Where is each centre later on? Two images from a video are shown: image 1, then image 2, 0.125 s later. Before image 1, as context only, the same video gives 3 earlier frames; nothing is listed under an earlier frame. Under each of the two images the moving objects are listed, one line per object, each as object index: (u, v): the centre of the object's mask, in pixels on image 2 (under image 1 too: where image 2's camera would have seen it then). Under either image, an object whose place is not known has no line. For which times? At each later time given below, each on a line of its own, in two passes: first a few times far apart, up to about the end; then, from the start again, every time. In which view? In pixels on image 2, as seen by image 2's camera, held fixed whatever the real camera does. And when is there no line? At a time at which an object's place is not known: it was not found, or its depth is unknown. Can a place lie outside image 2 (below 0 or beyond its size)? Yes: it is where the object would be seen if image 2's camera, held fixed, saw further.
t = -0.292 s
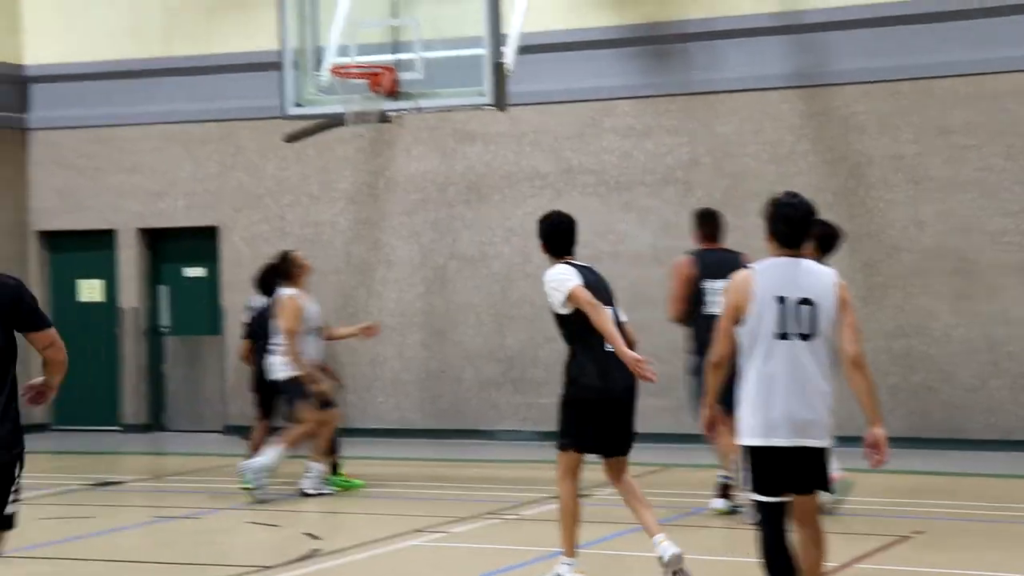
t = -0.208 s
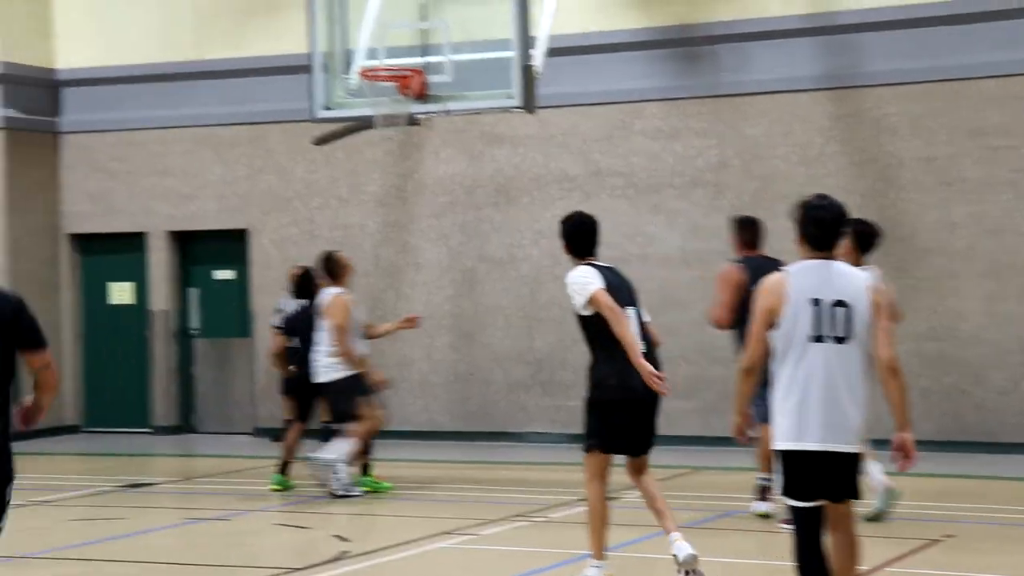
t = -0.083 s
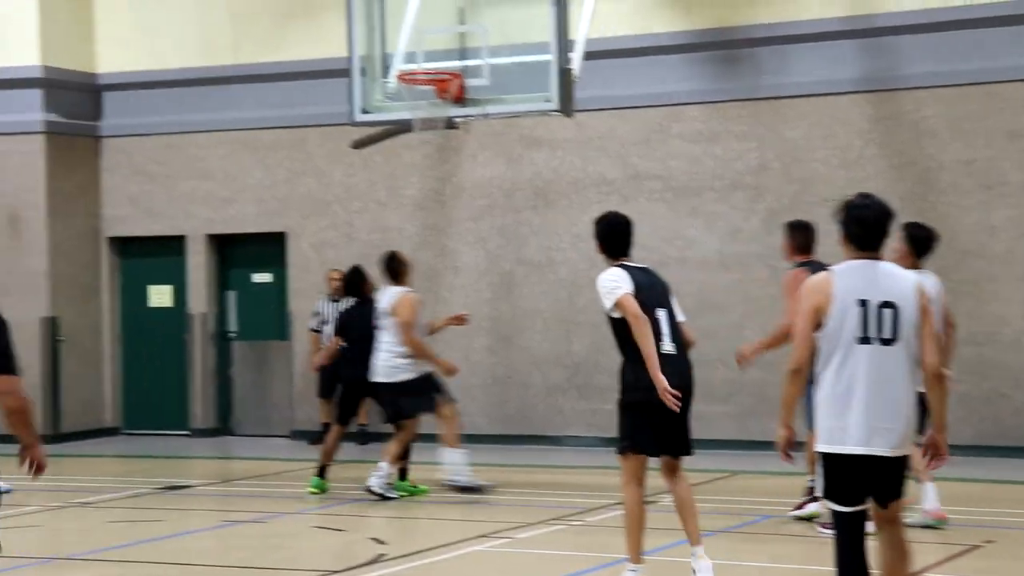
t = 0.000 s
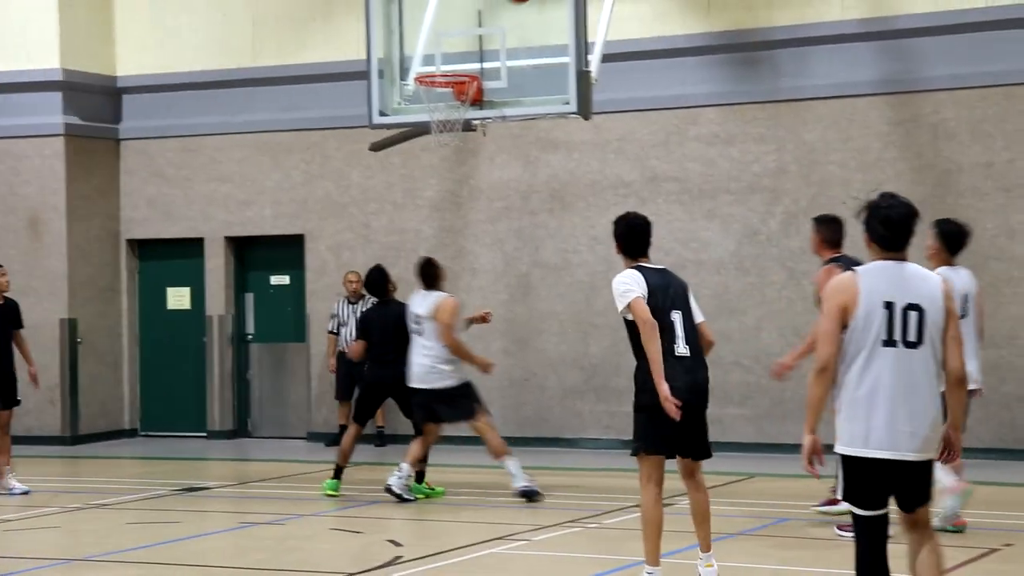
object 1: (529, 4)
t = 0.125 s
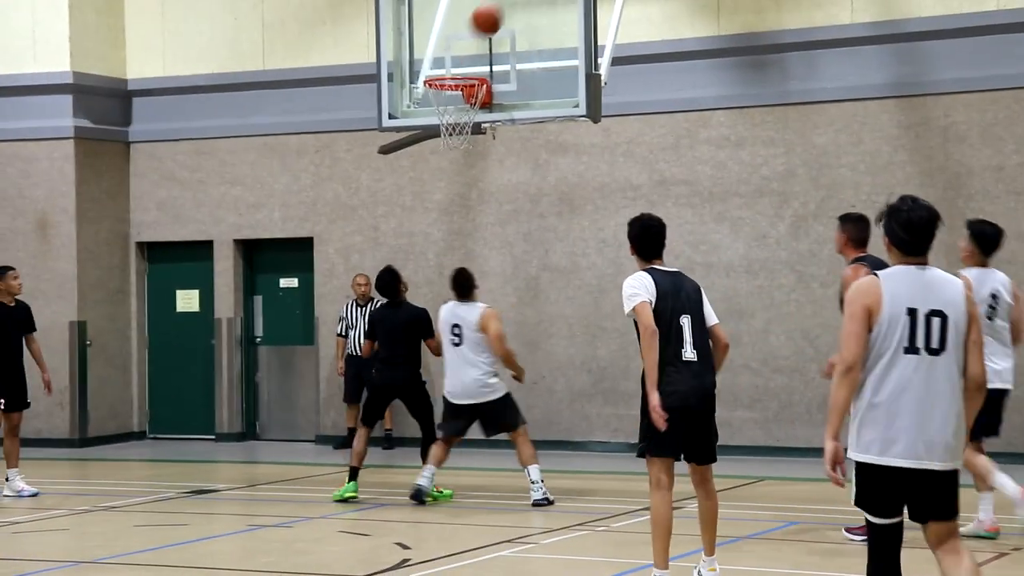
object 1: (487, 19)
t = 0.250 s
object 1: (446, 66)
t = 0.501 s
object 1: (458, 57)
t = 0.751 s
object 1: (449, 66)
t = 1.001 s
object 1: (445, 123)
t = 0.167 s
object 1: (472, 34)
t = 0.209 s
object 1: (458, 52)
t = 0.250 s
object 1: (446, 66)
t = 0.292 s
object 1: (447, 61)
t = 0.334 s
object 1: (450, 56)
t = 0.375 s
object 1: (452, 53)
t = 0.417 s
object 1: (454, 52)
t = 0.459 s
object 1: (456, 53)
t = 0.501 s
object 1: (458, 57)
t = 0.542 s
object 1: (461, 62)
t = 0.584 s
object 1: (461, 65)
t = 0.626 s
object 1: (459, 64)
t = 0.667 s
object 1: (456, 64)
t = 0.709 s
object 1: (453, 65)
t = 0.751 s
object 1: (449, 66)
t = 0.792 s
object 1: (446, 76)
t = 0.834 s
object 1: (446, 84)
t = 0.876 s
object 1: (444, 91)
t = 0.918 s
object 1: (443, 99)
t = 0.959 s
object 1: (444, 110)
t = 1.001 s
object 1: (445, 123)
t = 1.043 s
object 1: (446, 132)
